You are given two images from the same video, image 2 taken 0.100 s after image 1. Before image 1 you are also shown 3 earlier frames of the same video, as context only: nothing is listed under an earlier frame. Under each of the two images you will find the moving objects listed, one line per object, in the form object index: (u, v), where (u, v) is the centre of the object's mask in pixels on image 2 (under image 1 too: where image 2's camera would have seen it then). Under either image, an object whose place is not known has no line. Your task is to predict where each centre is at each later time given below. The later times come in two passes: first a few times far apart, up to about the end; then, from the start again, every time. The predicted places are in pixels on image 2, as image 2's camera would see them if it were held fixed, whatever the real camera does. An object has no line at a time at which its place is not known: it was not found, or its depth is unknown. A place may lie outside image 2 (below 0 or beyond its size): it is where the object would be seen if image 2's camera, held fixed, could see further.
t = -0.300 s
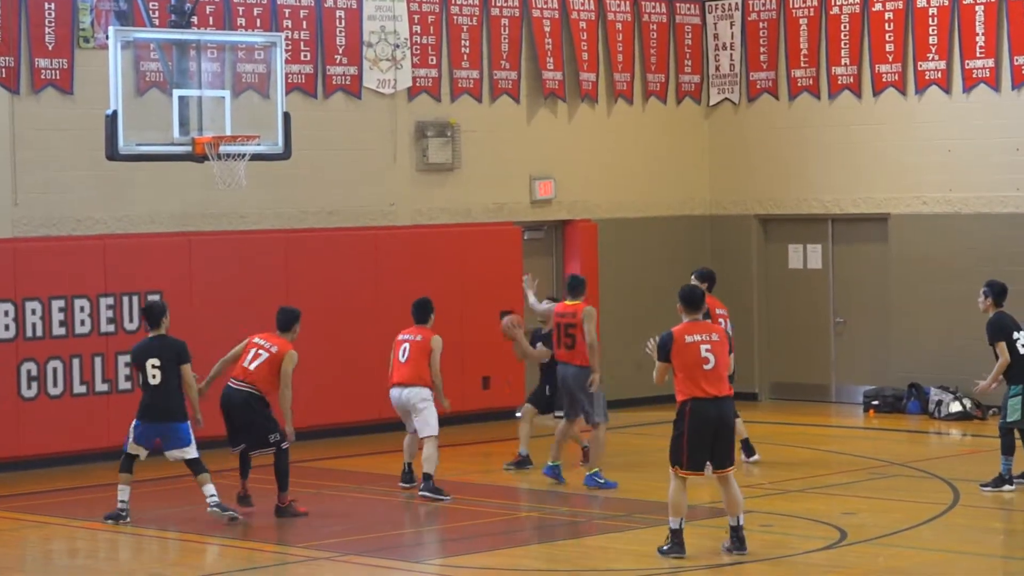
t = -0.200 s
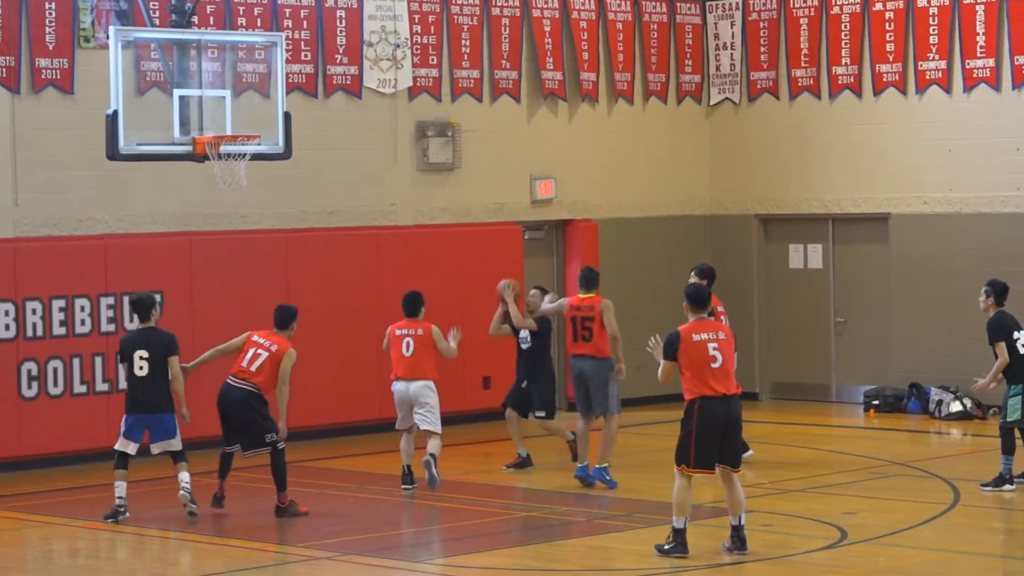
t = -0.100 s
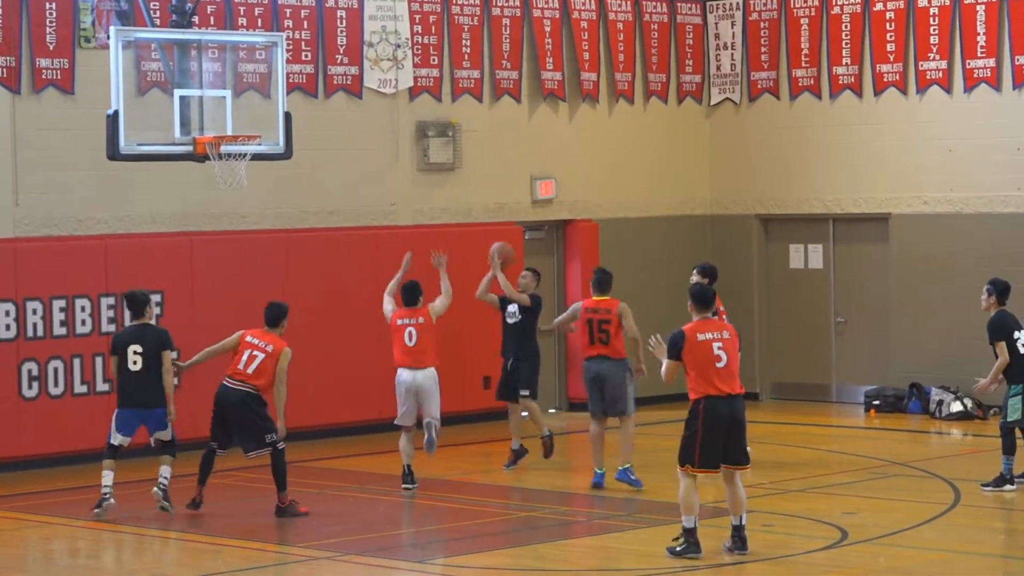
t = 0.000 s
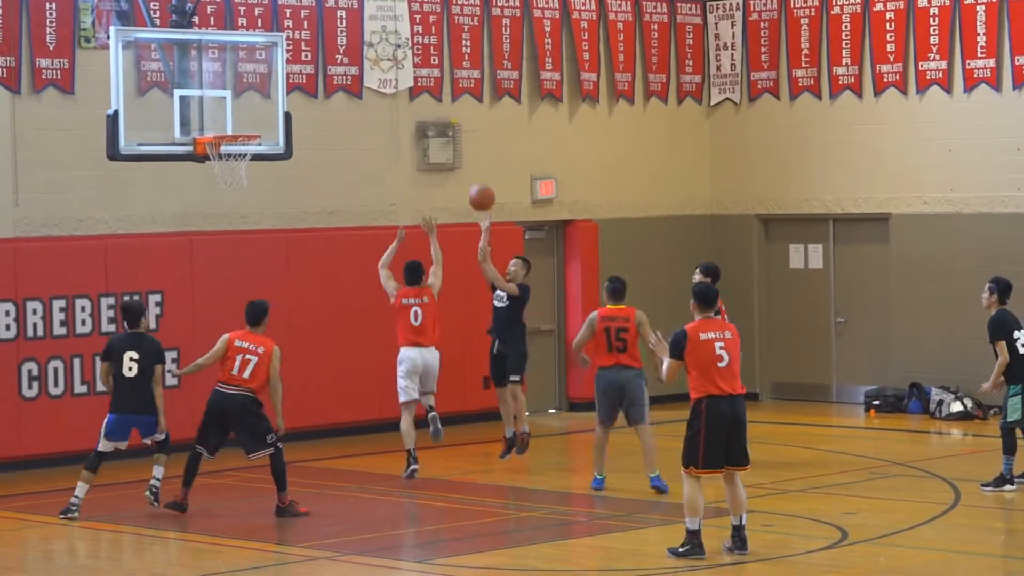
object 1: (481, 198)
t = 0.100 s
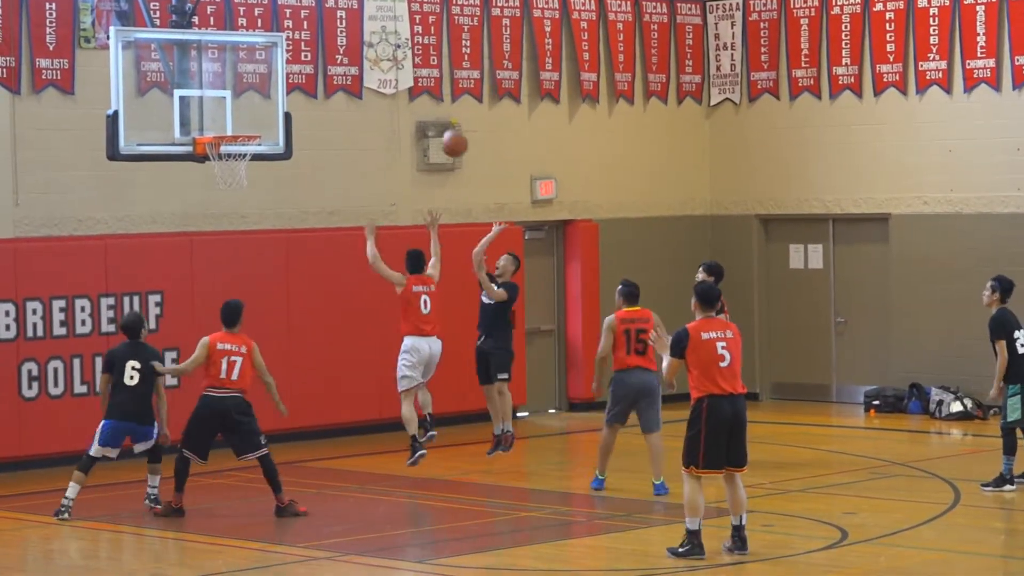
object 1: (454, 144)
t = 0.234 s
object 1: (419, 88)
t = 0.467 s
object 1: (356, 34)
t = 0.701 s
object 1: (294, 41)
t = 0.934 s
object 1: (231, 112)
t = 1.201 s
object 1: (232, 113)
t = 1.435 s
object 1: (280, 143)
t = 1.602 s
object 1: (314, 202)
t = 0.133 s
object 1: (445, 128)
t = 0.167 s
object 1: (437, 114)
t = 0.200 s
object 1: (427, 100)
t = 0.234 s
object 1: (419, 88)
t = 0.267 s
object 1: (409, 77)
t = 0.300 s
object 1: (401, 66)
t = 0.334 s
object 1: (392, 57)
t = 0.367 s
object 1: (383, 50)
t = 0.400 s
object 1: (374, 43)
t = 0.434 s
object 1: (365, 38)
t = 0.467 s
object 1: (356, 34)
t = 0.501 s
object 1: (347, 31)
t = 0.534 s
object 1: (338, 30)
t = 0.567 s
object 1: (329, 29)
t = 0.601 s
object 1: (320, 30)
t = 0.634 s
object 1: (312, 33)
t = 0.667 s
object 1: (303, 36)
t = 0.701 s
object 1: (294, 41)
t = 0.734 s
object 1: (285, 47)
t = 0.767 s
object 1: (276, 55)
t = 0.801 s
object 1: (267, 64)
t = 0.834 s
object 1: (258, 74)
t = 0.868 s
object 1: (249, 85)
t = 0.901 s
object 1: (240, 97)
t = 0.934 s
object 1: (231, 112)
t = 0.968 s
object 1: (223, 125)
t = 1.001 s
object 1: (224, 122)
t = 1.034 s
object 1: (225, 117)
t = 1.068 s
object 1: (226, 114)
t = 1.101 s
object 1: (228, 112)
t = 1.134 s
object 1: (229, 111)
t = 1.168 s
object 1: (231, 112)
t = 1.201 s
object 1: (232, 113)
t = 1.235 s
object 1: (239, 114)
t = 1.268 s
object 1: (246, 115)
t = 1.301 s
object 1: (252, 118)
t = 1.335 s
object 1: (259, 122)
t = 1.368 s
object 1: (266, 128)
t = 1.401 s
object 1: (273, 135)
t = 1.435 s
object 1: (280, 143)
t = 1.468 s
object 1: (287, 153)
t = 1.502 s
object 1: (294, 163)
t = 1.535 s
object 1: (300, 175)
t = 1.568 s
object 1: (307, 188)
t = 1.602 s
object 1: (314, 202)
